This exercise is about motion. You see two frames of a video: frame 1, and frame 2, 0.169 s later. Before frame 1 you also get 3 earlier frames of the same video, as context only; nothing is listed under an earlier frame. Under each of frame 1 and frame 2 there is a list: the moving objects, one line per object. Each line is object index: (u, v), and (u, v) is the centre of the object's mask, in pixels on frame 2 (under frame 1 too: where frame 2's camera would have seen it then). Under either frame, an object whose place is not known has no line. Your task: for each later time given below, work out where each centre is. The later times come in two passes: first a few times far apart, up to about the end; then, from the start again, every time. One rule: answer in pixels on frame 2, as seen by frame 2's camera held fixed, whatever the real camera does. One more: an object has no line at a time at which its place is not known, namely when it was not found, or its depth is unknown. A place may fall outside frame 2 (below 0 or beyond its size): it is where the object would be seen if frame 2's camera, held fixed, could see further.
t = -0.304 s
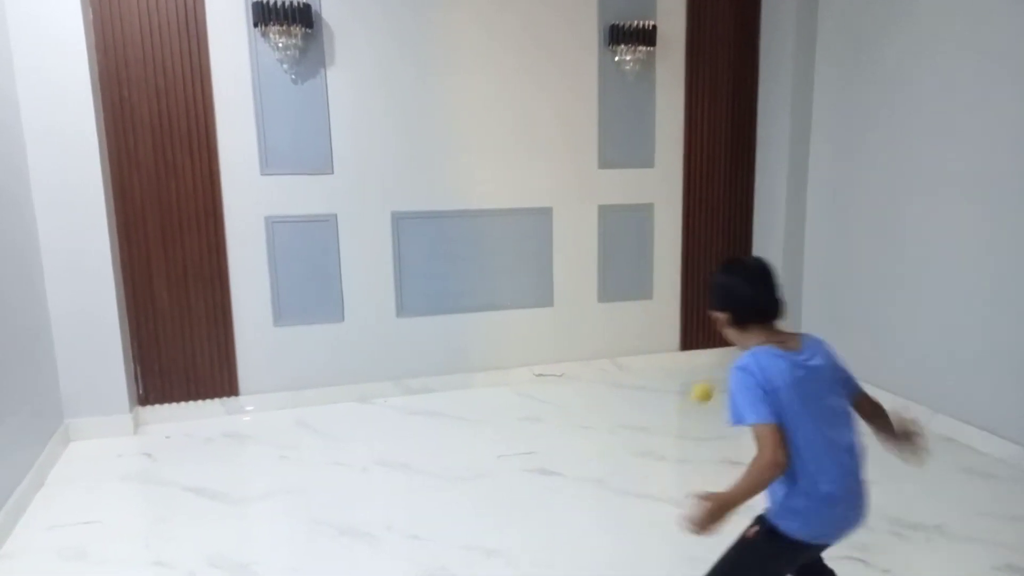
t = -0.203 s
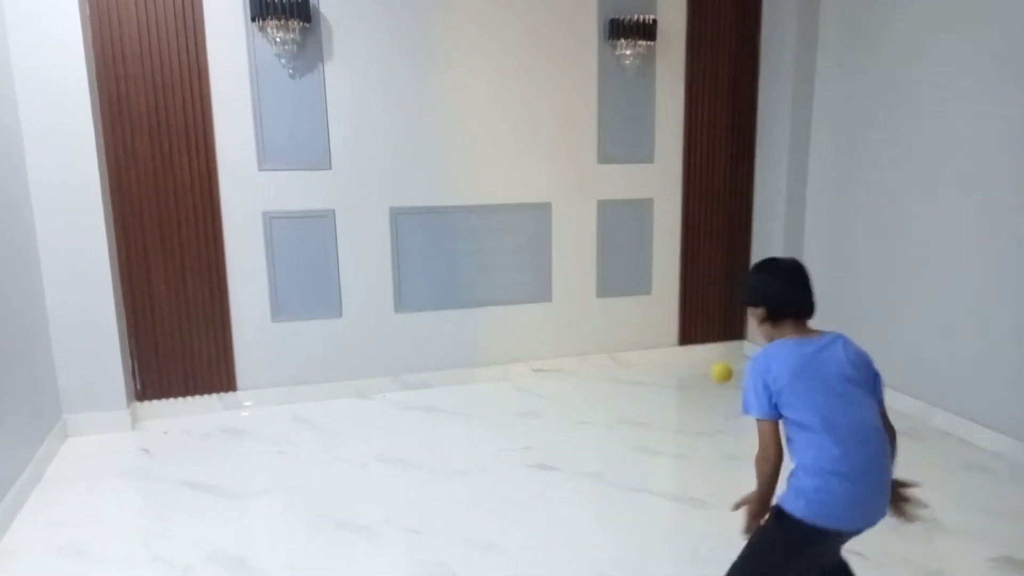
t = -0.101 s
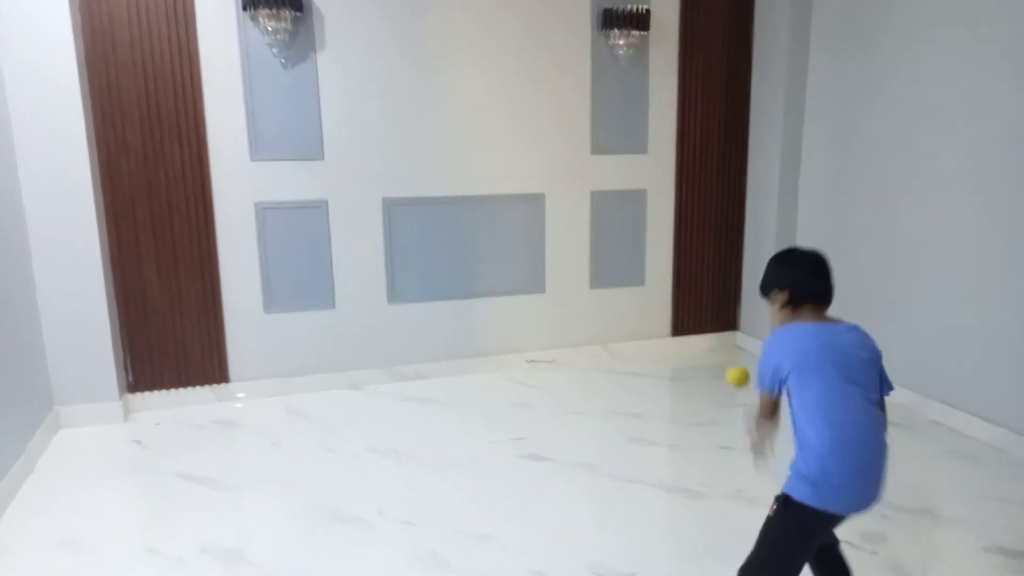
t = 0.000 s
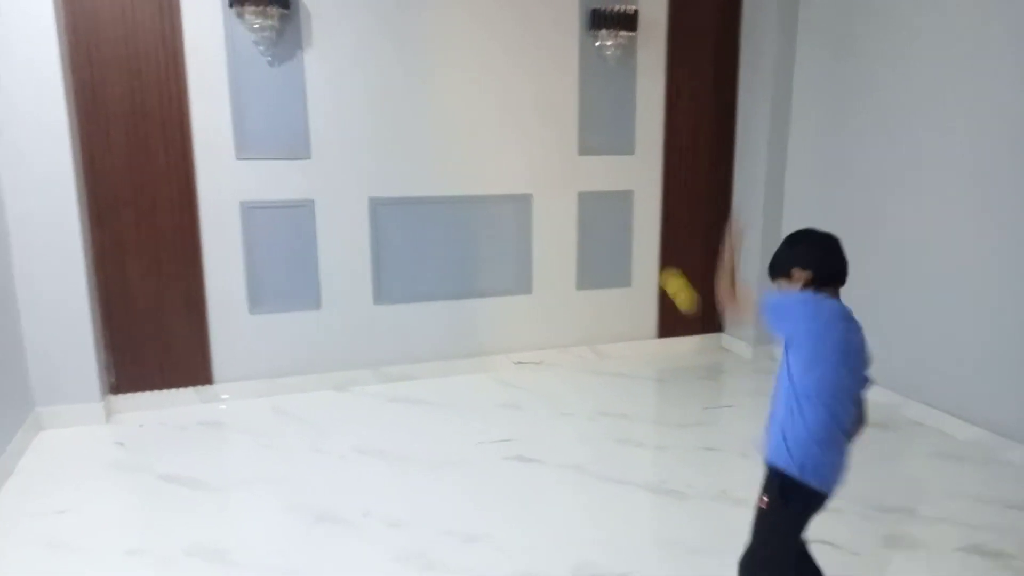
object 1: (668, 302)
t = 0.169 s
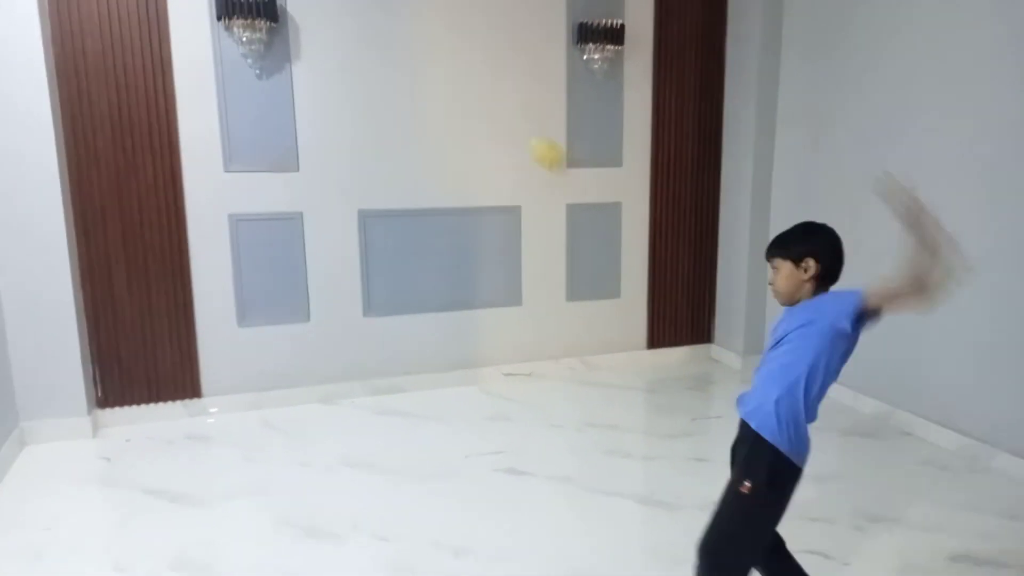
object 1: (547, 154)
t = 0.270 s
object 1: (459, 104)
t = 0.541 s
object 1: (150, 206)
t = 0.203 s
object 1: (521, 134)
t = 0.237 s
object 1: (490, 117)
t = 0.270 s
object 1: (459, 104)
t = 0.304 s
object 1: (426, 96)
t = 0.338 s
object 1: (389, 92)
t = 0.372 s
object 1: (354, 94)
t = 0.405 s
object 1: (318, 101)
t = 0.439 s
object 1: (275, 116)
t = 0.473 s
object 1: (239, 136)
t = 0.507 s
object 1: (192, 168)
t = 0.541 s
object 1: (150, 206)
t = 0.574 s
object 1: (107, 249)
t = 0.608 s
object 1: (65, 299)
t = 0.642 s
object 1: (17, 362)
